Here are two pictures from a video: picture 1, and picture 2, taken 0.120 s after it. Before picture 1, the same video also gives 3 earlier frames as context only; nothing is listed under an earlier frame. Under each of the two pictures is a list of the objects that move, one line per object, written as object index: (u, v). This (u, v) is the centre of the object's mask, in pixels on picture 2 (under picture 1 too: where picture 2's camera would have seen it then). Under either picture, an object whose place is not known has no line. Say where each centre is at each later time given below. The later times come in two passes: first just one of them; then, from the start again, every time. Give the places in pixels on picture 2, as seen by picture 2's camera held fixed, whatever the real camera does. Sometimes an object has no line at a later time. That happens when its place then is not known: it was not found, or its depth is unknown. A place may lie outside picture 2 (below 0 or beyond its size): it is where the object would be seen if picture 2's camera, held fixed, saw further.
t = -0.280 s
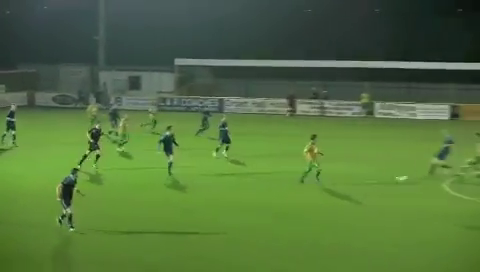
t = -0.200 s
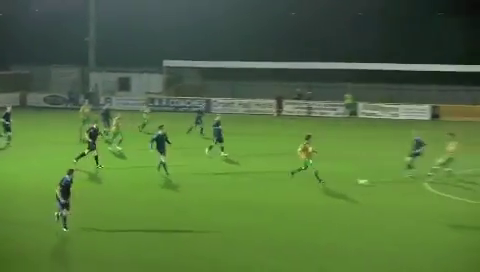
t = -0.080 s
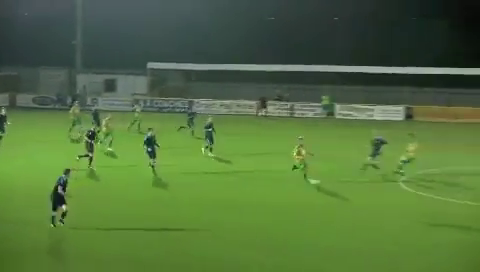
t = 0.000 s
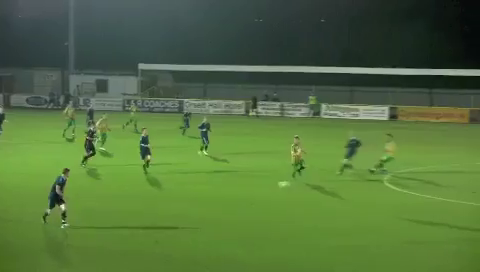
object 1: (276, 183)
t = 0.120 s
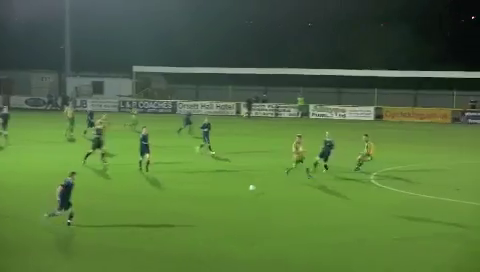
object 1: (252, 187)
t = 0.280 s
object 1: (228, 192)
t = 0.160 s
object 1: (247, 188)
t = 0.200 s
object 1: (241, 189)
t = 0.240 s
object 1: (235, 190)
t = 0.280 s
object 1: (228, 192)
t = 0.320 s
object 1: (224, 196)
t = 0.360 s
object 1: (218, 198)
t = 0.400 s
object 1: (213, 198)
